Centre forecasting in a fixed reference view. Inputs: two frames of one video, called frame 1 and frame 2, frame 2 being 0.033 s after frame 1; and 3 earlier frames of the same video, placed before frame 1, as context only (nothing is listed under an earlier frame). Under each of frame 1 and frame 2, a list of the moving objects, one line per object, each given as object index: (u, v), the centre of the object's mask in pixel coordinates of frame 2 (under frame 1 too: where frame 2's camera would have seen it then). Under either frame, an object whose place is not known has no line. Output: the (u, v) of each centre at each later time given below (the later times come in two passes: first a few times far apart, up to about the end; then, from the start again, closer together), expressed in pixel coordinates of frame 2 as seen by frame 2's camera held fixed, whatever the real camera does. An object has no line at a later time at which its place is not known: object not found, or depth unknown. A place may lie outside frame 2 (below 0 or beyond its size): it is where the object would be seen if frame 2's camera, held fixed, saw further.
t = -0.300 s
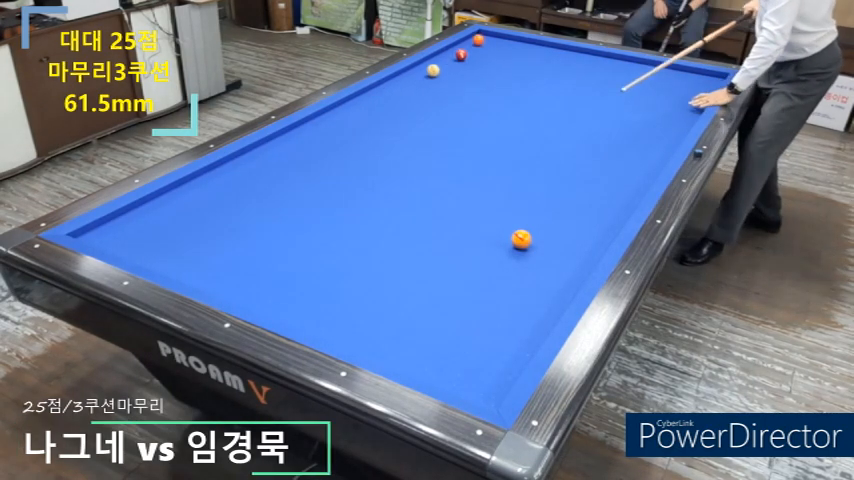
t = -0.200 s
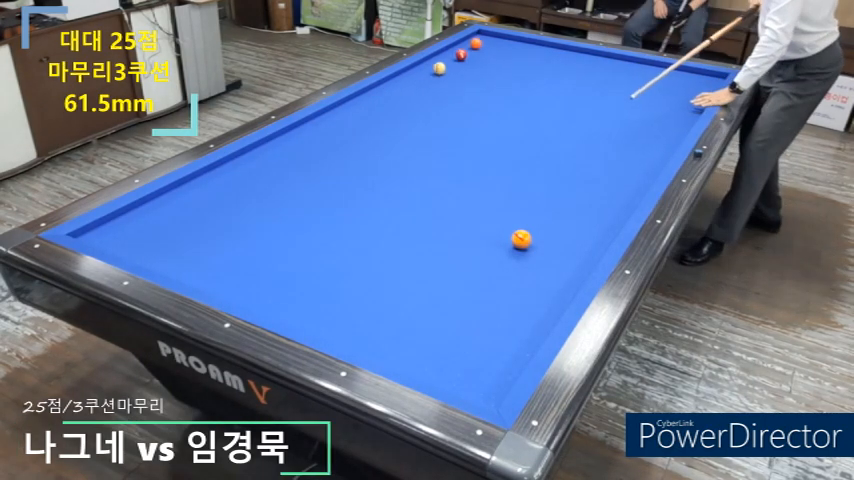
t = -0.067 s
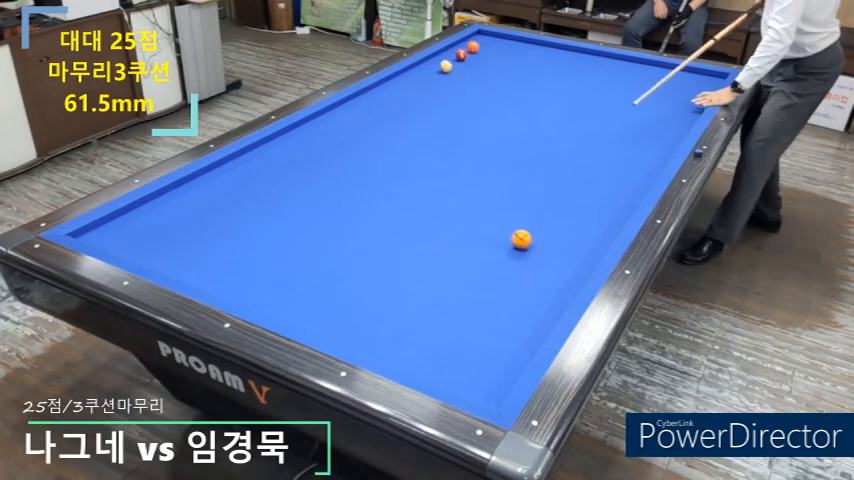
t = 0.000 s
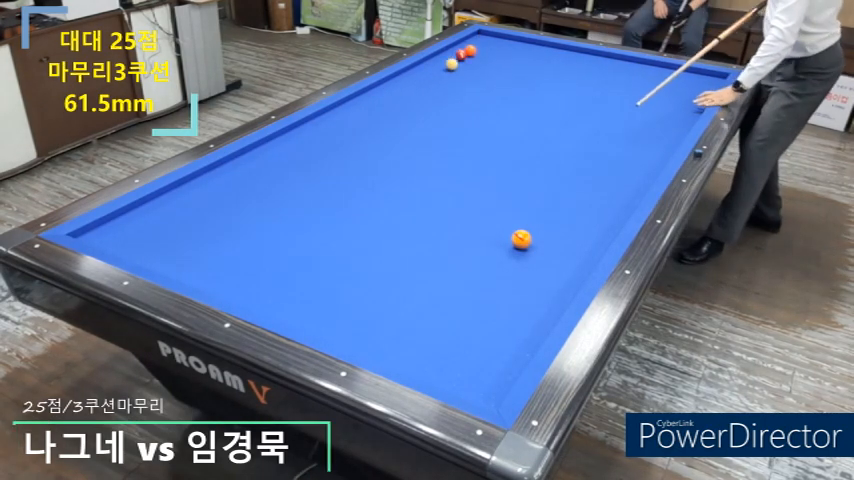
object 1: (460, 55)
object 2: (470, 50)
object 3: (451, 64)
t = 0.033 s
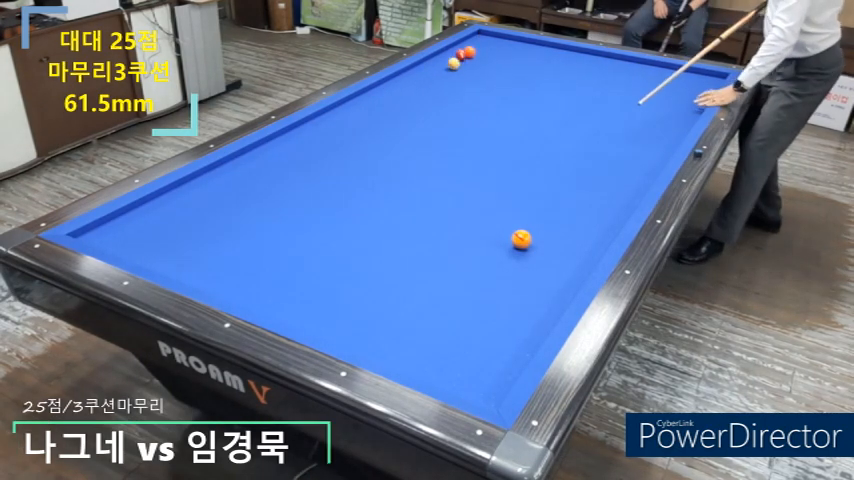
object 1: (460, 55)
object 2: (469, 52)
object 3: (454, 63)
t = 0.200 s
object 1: (452, 57)
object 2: (473, 55)
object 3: (463, 60)
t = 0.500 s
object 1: (438, 62)
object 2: (492, 57)
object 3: (468, 59)
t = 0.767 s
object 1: (425, 66)
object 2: (511, 58)
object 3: (468, 58)
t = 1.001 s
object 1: (414, 70)
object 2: (527, 58)
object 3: (468, 58)
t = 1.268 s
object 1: (400, 74)
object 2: (544, 59)
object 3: (468, 58)
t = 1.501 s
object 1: (391, 79)
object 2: (559, 60)
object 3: (468, 58)
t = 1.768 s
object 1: (385, 83)
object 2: (576, 61)
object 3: (468, 58)
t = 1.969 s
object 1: (379, 87)
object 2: (588, 61)
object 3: (468, 58)
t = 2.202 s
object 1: (373, 91)
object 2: (601, 62)
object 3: (468, 59)
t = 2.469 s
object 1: (366, 96)
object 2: (616, 62)
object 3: (468, 59)
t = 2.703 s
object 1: (360, 100)
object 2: (629, 63)
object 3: (468, 58)
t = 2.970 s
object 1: (354, 105)
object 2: (643, 63)
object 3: (468, 58)
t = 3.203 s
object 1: (348, 109)
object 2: (655, 64)
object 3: (468, 58)
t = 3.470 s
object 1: (342, 113)
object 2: (668, 65)
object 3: (468, 58)
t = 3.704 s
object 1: (336, 117)
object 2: (675, 67)
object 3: (468, 58)
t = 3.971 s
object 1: (331, 121)
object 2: (684, 69)
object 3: (468, 59)
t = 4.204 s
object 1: (325, 125)
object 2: (690, 71)
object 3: (468, 58)
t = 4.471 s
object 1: (320, 129)
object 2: (697, 73)
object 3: (468, 58)
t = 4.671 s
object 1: (316, 132)
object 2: (702, 74)
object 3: (468, 58)
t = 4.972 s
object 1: (311, 136)
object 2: (710, 76)
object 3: (468, 58)
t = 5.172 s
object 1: (307, 138)
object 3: (468, 58)
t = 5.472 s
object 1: (303, 142)
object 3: (468, 58)
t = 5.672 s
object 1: (300, 144)
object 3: (468, 59)
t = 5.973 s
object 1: (296, 147)
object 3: (468, 59)
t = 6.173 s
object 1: (294, 149)
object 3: (468, 59)
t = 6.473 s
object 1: (292, 152)
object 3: (468, 59)
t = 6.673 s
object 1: (291, 153)
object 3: (468, 59)
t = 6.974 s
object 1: (290, 155)
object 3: (468, 59)
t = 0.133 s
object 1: (454, 54)
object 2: (471, 54)
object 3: (459, 61)
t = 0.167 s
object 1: (453, 56)
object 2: (473, 54)
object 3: (461, 61)
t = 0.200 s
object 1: (452, 57)
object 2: (473, 55)
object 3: (463, 60)
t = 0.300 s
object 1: (447, 59)
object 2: (477, 56)
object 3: (467, 59)
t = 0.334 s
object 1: (446, 59)
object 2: (480, 56)
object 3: (467, 59)
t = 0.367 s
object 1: (444, 60)
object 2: (482, 57)
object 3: (467, 59)
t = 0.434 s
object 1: (441, 61)
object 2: (487, 57)
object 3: (467, 59)
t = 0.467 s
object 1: (439, 62)
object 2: (490, 57)
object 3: (467, 59)
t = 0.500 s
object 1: (438, 62)
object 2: (492, 57)
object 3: (468, 59)
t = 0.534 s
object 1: (436, 63)
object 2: (495, 57)
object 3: (468, 59)
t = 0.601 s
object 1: (433, 64)
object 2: (499, 57)
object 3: (468, 59)
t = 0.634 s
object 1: (431, 64)
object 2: (501, 58)
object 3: (467, 59)
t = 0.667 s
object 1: (430, 65)
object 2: (504, 58)
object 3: (468, 59)
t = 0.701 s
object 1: (428, 65)
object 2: (506, 58)
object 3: (468, 58)
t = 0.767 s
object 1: (425, 66)
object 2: (511, 58)
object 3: (468, 58)
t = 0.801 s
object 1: (423, 67)
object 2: (513, 58)
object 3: (468, 58)
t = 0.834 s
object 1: (422, 67)
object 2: (516, 58)
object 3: (468, 59)
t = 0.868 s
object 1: (420, 68)
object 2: (518, 58)
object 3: (468, 58)
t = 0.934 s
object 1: (416, 69)
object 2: (522, 59)
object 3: (468, 58)
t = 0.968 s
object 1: (415, 69)
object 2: (525, 58)
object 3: (468, 59)
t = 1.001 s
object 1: (414, 70)
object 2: (527, 58)
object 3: (468, 58)
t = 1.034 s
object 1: (412, 71)
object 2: (529, 59)
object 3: (468, 59)
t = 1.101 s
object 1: (408, 72)
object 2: (534, 59)
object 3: (468, 58)
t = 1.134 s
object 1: (407, 72)
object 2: (536, 59)
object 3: (468, 58)
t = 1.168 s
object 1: (405, 73)
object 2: (538, 59)
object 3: (468, 59)
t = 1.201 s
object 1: (404, 73)
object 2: (540, 59)
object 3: (468, 59)
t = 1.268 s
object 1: (400, 74)
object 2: (544, 59)
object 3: (468, 58)
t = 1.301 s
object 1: (399, 75)
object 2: (546, 60)
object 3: (468, 59)
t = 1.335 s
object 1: (397, 76)
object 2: (548, 60)
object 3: (468, 59)
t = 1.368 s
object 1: (396, 76)
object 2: (551, 60)
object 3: (468, 58)
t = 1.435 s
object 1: (393, 77)
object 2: (555, 60)
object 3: (468, 59)
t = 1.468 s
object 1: (392, 78)
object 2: (557, 60)
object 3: (468, 58)
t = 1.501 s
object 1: (391, 79)
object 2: (559, 60)
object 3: (468, 58)
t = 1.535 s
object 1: (390, 79)
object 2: (561, 60)
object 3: (468, 59)
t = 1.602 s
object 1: (389, 81)
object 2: (565, 60)
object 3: (468, 58)
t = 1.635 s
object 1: (388, 81)
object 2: (567, 61)
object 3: (468, 58)
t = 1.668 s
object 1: (387, 82)
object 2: (569, 61)
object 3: (468, 59)
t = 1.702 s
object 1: (386, 82)
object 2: (572, 61)
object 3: (468, 58)
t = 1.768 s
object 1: (385, 83)
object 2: (576, 61)
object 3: (468, 58)
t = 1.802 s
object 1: (384, 84)
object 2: (578, 61)
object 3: (468, 58)
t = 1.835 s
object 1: (383, 84)
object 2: (580, 61)
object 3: (468, 58)
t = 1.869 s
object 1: (382, 85)
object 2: (582, 61)
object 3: (468, 58)
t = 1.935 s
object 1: (380, 86)
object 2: (585, 61)
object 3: (468, 58)
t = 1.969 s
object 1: (379, 87)
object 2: (588, 61)
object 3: (468, 58)
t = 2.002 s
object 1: (378, 87)
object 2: (590, 61)
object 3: (468, 58)
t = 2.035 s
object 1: (377, 88)
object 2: (592, 61)
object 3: (468, 59)
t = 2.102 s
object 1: (376, 89)
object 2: (596, 61)
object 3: (468, 58)
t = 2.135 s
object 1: (375, 90)
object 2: (598, 62)
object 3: (468, 59)
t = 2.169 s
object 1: (374, 91)
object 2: (599, 62)
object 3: (468, 58)
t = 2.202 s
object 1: (373, 91)
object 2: (601, 62)
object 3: (468, 59)
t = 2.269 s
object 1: (372, 92)
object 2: (606, 62)
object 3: (468, 59)
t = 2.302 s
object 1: (371, 93)
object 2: (608, 62)
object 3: (468, 59)
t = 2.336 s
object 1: (369, 94)
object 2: (609, 62)
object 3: (468, 59)
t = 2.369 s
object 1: (368, 94)
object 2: (611, 62)
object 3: (468, 59)
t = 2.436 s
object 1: (367, 95)
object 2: (615, 62)
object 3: (468, 59)
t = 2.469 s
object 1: (366, 96)
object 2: (616, 62)
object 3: (468, 59)
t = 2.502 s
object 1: (366, 96)
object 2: (619, 63)
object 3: (468, 59)
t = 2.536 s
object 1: (364, 97)
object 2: (620, 63)
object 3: (468, 59)
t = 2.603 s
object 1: (362, 98)
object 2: (624, 63)
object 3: (468, 59)
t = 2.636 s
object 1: (362, 99)
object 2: (625, 63)
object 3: (468, 59)
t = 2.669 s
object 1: (361, 99)
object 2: (627, 63)
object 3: (468, 59)
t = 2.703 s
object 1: (360, 100)
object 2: (629, 63)
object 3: (468, 58)
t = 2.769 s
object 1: (359, 101)
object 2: (633, 63)
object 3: (468, 59)
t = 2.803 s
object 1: (358, 102)
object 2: (634, 63)
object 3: (468, 58)
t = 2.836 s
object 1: (357, 102)
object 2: (636, 63)
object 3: (468, 58)
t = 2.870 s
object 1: (356, 103)
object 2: (638, 63)
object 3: (468, 59)
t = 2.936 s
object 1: (355, 104)
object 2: (641, 63)
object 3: (468, 58)
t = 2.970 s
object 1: (354, 105)
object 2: (643, 63)
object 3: (468, 58)
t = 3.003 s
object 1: (353, 105)
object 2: (645, 64)
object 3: (468, 58)
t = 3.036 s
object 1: (352, 106)
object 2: (647, 64)
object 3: (468, 58)
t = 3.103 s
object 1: (351, 107)
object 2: (650, 64)
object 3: (468, 58)
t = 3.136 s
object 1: (350, 108)
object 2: (652, 64)
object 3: (468, 59)
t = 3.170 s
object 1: (349, 108)
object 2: (654, 64)
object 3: (468, 58)
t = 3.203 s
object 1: (348, 109)
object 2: (655, 64)
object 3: (468, 58)
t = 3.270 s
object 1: (346, 110)
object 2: (658, 64)
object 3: (468, 58)
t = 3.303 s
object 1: (346, 110)
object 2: (660, 65)
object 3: (468, 58)
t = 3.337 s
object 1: (345, 111)
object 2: (661, 64)
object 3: (468, 58)
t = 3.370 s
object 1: (344, 112)
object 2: (663, 64)
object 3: (468, 58)
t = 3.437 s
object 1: (342, 113)
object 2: (666, 65)
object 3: (468, 58)
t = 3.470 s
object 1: (342, 113)
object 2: (668, 65)
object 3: (468, 58)
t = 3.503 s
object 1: (341, 114)
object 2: (670, 65)
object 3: (468, 58)
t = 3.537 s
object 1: (340, 114)
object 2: (670, 65)
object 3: (468, 58)
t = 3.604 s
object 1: (338, 116)
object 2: (673, 66)
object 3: (468, 58)
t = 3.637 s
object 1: (338, 116)
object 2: (674, 66)
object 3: (468, 58)
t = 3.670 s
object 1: (337, 117)
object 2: (675, 66)
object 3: (468, 58)
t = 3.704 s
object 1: (336, 117)
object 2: (675, 67)
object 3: (468, 58)
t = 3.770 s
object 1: (335, 118)
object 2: (678, 67)
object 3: (468, 59)
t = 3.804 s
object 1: (334, 119)
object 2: (679, 68)
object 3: (468, 58)
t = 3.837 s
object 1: (333, 119)
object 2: (680, 68)
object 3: (468, 59)
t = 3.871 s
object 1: (332, 119)
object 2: (681, 68)
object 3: (468, 59)
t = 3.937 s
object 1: (331, 121)
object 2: (683, 69)
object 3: (468, 59)
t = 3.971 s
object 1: (331, 121)
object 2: (684, 69)
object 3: (468, 59)
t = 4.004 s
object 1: (330, 122)
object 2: (685, 70)
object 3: (468, 58)
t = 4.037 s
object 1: (329, 122)
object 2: (686, 70)
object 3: (468, 59)
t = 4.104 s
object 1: (328, 123)
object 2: (687, 70)
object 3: (468, 58)
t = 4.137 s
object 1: (327, 124)
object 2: (688, 70)
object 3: (468, 59)
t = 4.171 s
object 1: (326, 125)
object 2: (689, 70)
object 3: (468, 59)
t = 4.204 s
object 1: (325, 125)
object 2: (690, 71)
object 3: (468, 58)
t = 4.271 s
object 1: (324, 126)
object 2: (692, 72)
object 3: (468, 58)
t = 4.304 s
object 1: (323, 126)
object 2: (693, 72)
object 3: (468, 58)
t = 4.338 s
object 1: (322, 127)
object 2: (694, 72)
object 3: (468, 58)
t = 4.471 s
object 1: (320, 129)
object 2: (697, 73)
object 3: (468, 58)
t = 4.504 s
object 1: (319, 129)
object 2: (698, 73)
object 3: (468, 59)
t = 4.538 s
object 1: (319, 130)
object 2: (699, 73)
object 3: (468, 58)
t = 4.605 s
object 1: (317, 131)
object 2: (701, 74)
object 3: (468, 58)
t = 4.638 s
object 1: (317, 131)
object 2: (702, 74)
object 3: (468, 58)
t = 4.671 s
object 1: (316, 132)
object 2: (702, 74)
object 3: (468, 58)
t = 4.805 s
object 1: (314, 133)
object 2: (705, 75)
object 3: (468, 58)
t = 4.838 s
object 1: (313, 134)
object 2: (706, 75)
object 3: (468, 58)
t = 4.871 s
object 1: (313, 134)
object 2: (707, 76)
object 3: (468, 58)
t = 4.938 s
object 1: (311, 135)
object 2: (709, 76)
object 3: (468, 58)
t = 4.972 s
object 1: (311, 136)
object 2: (710, 76)
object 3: (468, 58)
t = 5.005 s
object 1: (310, 136)
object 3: (468, 58)
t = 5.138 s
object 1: (308, 138)
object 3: (468, 58)
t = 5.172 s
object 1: (307, 138)
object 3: (468, 58)
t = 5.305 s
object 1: (305, 140)
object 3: (468, 59)
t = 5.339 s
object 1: (305, 140)
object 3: (468, 59)
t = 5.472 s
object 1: (303, 142)
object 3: (468, 58)
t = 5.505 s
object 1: (302, 142)
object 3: (468, 58)
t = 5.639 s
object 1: (300, 144)
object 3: (468, 59)
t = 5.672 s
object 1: (300, 144)
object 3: (468, 59)
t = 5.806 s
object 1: (298, 146)
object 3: (468, 59)
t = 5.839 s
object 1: (298, 146)
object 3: (468, 59)
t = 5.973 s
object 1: (296, 147)
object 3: (468, 59)
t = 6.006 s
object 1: (296, 148)
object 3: (468, 59)
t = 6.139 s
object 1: (295, 149)
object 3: (468, 59)
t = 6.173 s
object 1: (294, 149)
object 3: (468, 59)
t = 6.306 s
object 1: (293, 150)
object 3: (468, 59)
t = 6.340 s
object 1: (293, 151)
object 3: (468, 59)
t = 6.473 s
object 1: (292, 152)
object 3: (468, 59)
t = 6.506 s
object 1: (292, 152)
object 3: (468, 59)
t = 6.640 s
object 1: (291, 153)
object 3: (468, 59)
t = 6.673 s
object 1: (291, 153)
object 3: (468, 59)
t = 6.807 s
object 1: (291, 154)
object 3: (468, 59)
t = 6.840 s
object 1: (290, 154)
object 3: (468, 59)
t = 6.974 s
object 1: (290, 155)
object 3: (468, 59)
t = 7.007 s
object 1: (290, 155)
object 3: (468, 59)
